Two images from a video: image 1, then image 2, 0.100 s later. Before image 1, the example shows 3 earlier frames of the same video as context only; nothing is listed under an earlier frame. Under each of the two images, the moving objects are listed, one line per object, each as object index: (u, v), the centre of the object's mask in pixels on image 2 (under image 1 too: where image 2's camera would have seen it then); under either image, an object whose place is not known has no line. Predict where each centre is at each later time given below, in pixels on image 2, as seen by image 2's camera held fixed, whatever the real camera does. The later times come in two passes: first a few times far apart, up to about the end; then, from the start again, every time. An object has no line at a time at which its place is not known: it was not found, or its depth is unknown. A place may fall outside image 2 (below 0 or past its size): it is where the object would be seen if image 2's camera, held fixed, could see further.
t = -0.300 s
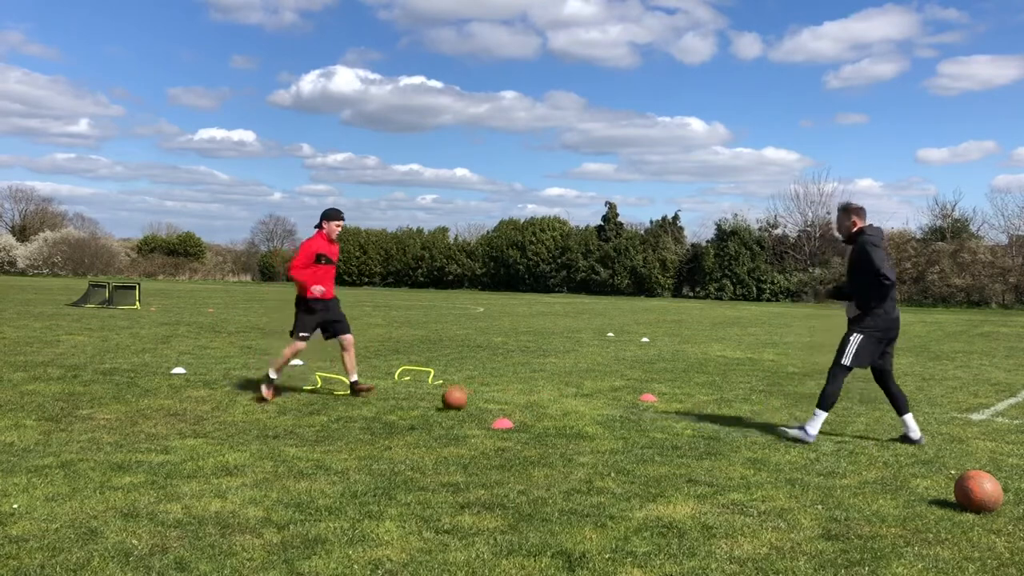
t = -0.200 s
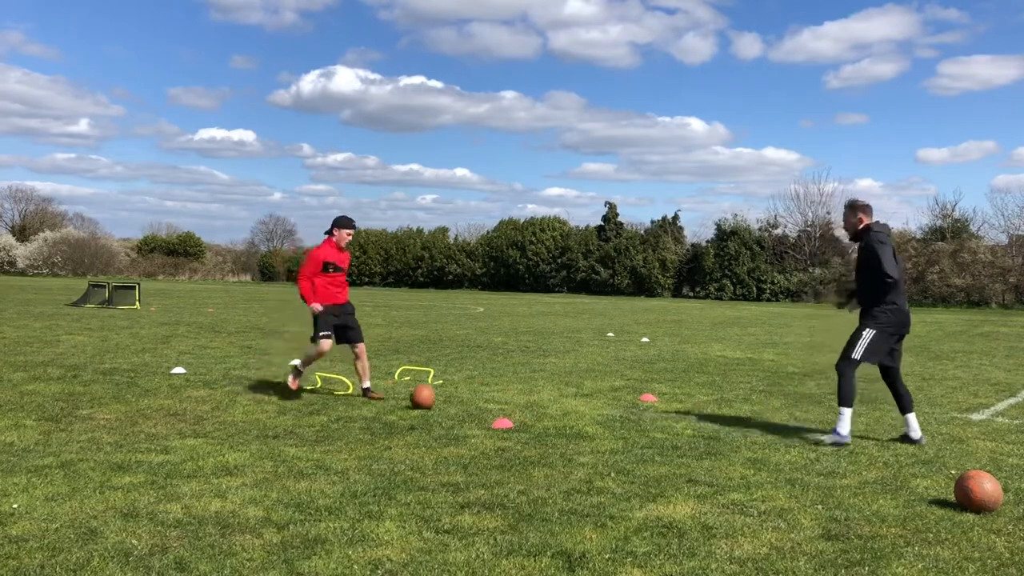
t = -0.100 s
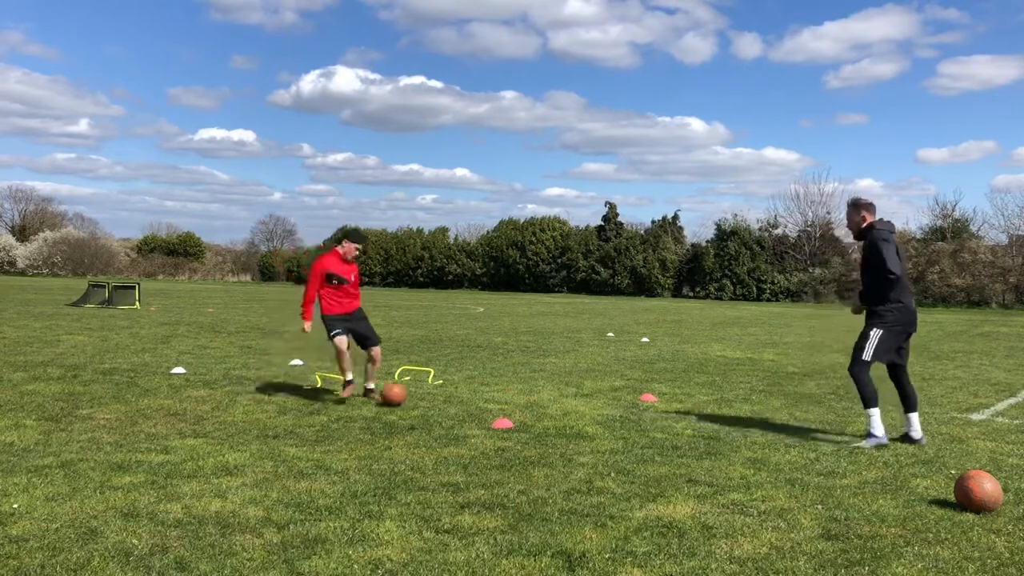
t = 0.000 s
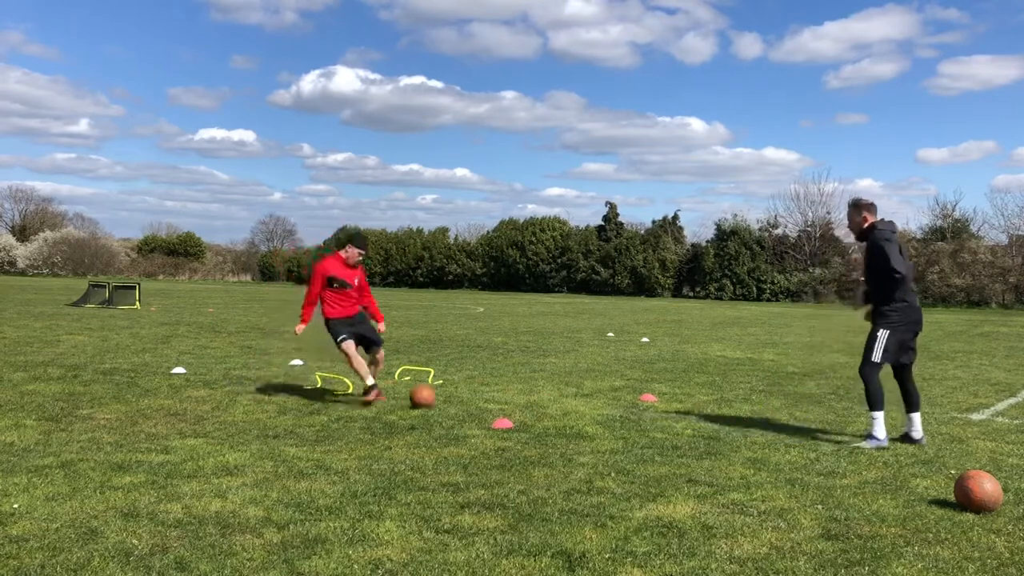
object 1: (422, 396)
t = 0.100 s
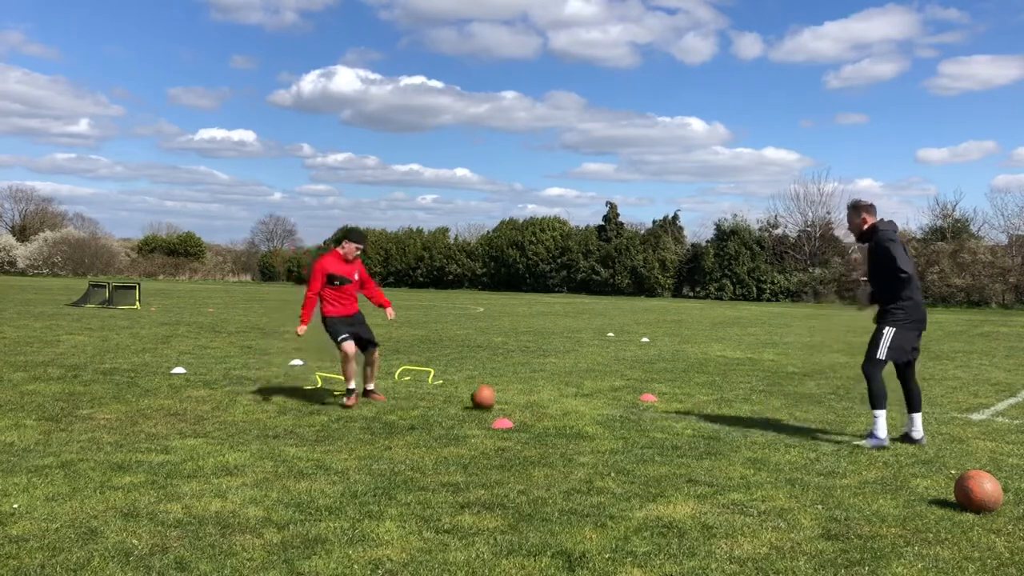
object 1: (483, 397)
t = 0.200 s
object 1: (541, 402)
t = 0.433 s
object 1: (652, 407)
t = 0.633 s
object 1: (731, 413)
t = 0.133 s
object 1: (503, 399)
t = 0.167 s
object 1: (523, 402)
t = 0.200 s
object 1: (541, 402)
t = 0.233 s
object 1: (558, 402)
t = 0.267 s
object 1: (575, 402)
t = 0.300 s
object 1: (593, 404)
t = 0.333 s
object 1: (610, 406)
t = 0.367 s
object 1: (625, 408)
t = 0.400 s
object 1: (639, 407)
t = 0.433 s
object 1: (652, 407)
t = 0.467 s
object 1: (666, 408)
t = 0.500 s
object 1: (680, 410)
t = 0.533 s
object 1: (694, 410)
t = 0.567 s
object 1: (707, 411)
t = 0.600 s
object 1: (720, 412)
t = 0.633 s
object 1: (731, 413)
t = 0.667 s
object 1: (746, 413)
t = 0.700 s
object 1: (760, 412)
